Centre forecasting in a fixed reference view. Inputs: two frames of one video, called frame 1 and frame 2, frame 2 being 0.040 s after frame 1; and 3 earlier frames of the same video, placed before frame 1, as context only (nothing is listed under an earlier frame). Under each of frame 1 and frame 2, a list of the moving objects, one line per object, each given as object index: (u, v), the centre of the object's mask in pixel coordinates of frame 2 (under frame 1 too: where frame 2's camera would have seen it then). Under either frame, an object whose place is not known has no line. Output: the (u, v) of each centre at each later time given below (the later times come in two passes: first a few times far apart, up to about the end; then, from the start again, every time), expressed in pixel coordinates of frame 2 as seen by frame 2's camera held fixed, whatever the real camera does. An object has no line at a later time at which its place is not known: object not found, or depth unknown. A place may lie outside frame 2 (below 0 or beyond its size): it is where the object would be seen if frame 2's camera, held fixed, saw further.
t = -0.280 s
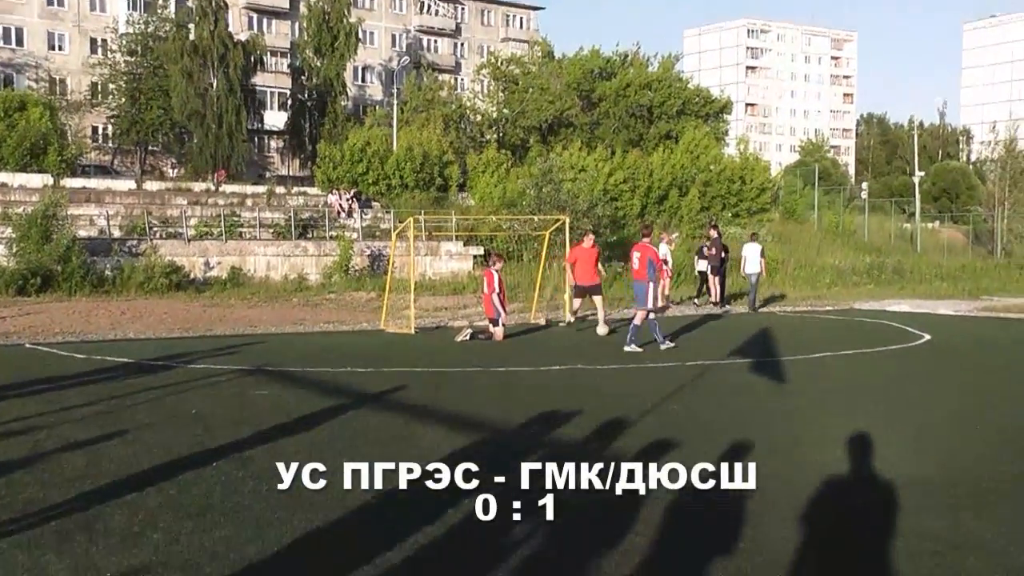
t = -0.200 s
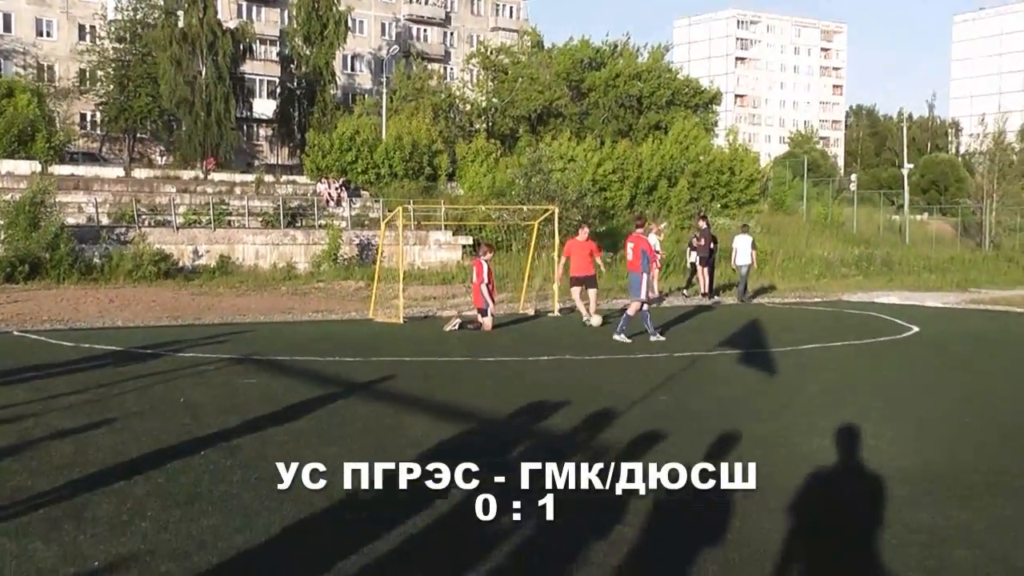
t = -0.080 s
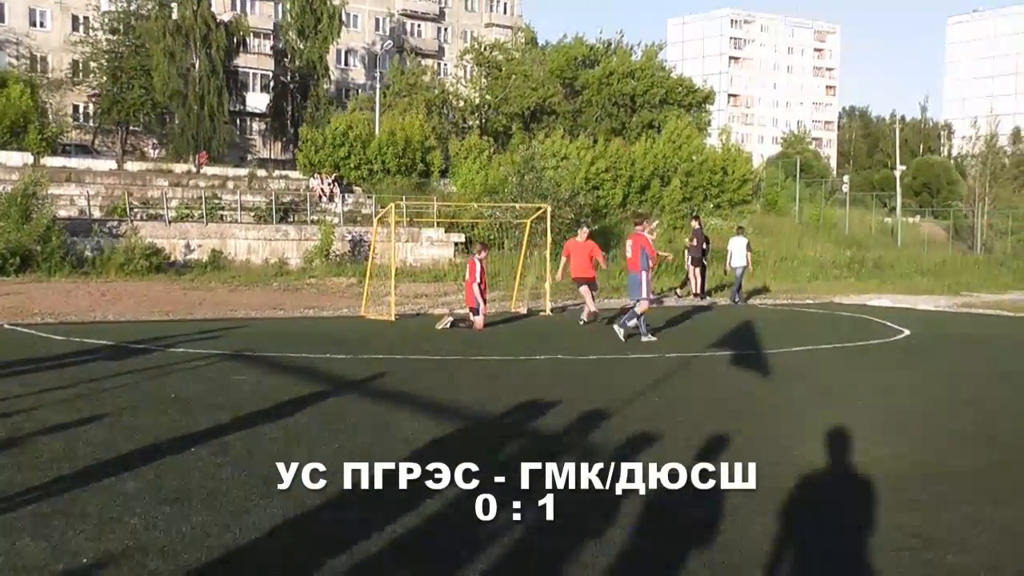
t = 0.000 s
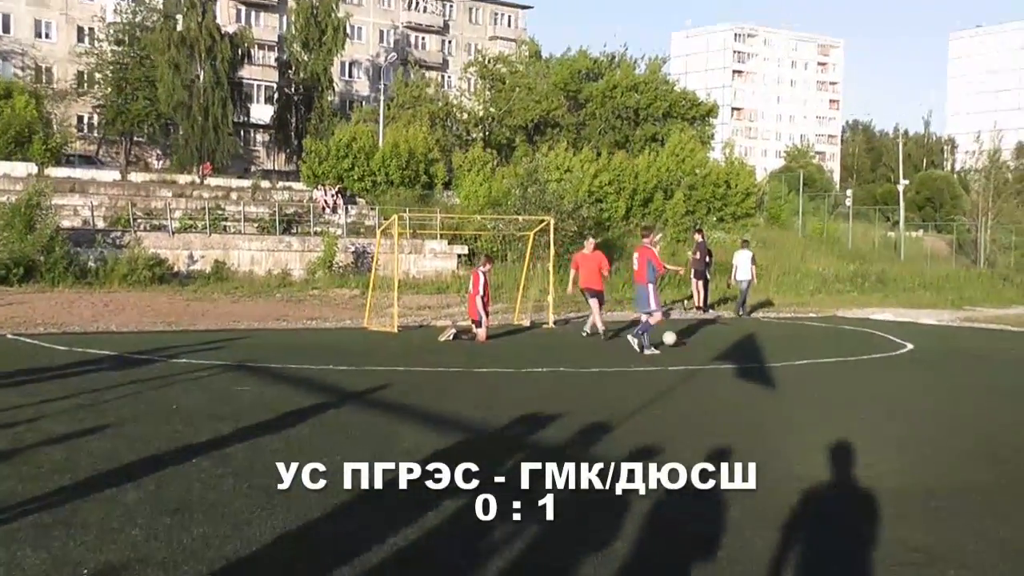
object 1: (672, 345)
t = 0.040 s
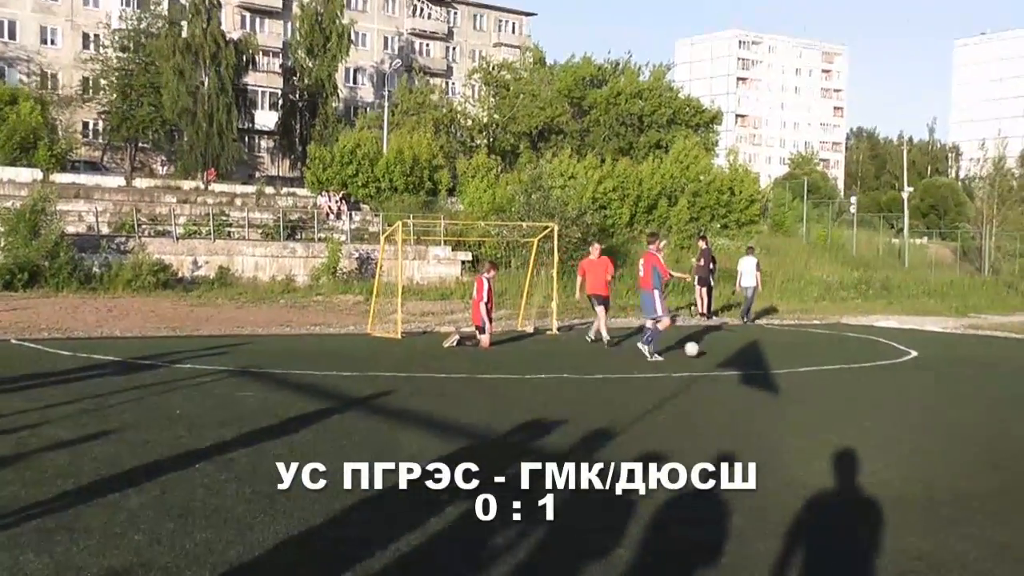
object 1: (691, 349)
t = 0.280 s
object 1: (803, 365)
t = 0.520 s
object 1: (912, 381)
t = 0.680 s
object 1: (986, 392)
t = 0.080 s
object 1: (710, 354)
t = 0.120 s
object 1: (729, 357)
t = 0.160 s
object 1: (746, 358)
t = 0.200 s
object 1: (765, 359)
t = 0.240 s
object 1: (784, 365)
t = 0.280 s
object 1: (803, 365)
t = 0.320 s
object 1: (819, 367)
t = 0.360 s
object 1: (837, 368)
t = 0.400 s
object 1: (856, 372)
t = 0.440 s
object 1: (875, 376)
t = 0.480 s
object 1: (893, 380)
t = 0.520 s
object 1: (912, 381)
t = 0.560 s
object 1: (931, 383)
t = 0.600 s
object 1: (949, 387)
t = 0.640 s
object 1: (969, 392)
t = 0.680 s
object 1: (986, 392)
